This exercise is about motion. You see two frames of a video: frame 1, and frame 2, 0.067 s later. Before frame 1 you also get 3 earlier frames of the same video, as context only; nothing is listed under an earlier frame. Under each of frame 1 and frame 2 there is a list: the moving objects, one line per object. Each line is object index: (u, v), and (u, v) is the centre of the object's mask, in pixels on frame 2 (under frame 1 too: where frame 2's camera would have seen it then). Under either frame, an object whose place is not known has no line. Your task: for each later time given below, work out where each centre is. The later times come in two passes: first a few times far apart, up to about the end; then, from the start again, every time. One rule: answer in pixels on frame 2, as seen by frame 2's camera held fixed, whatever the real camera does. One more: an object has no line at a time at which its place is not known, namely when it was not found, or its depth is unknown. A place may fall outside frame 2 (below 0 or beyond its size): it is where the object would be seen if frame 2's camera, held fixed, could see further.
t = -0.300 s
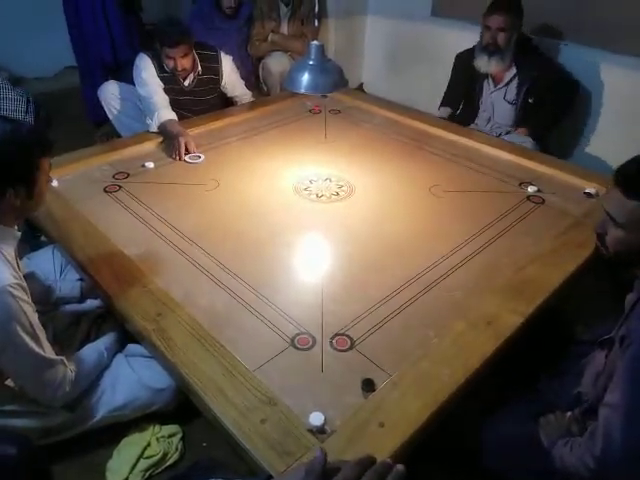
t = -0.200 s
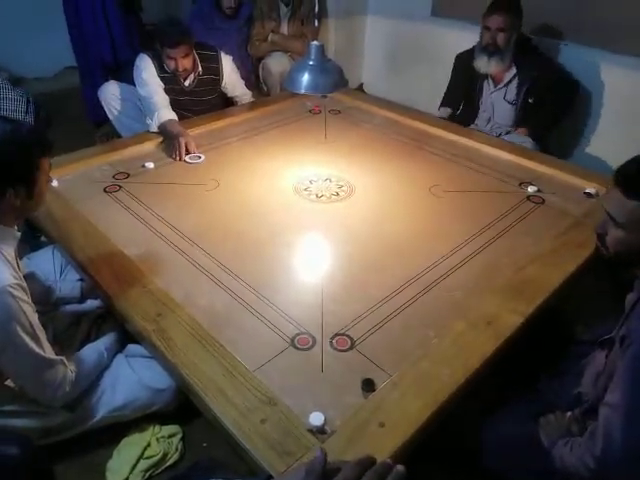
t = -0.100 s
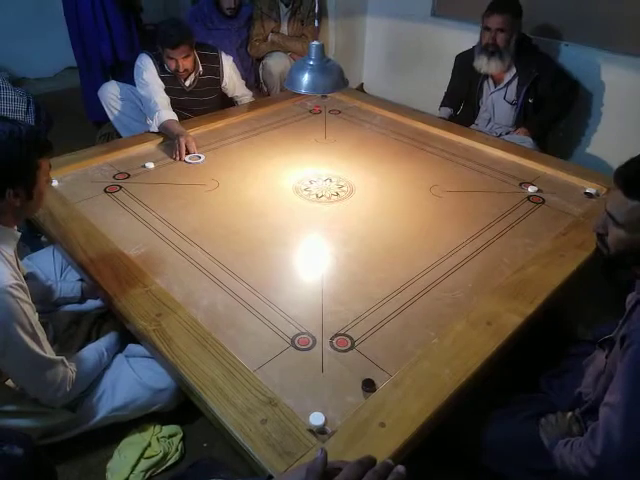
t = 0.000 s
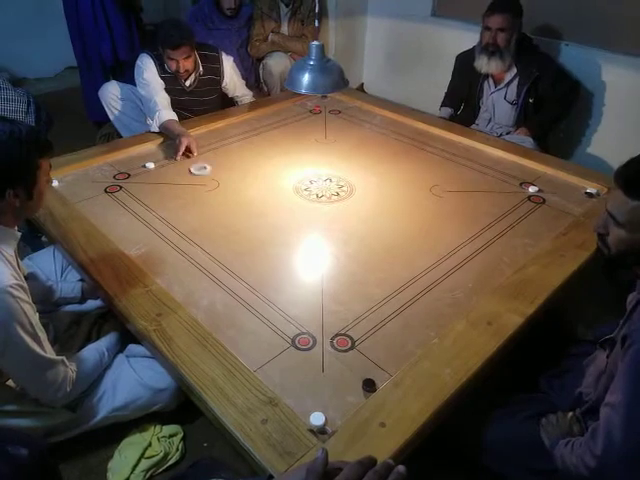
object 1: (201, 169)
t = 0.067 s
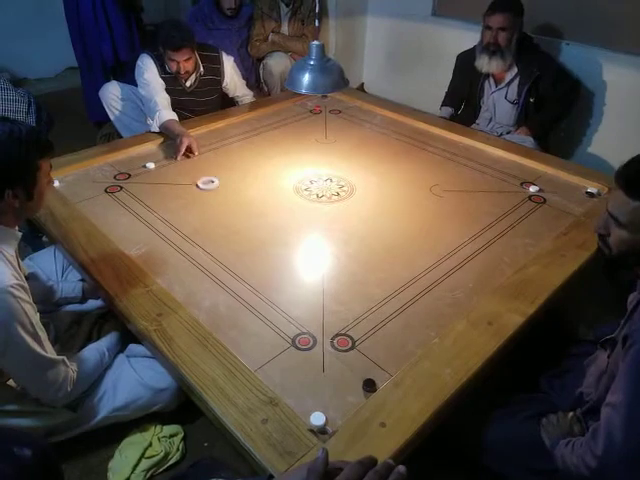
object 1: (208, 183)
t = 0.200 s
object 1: (222, 213)
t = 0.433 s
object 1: (250, 271)
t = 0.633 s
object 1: (276, 324)
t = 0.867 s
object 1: (305, 386)
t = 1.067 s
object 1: (319, 413)
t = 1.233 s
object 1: (319, 413)
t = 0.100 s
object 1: (211, 191)
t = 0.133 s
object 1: (215, 198)
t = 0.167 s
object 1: (219, 206)
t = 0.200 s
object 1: (222, 213)
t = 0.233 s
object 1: (226, 221)
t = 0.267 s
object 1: (230, 229)
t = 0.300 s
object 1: (234, 237)
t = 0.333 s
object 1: (238, 246)
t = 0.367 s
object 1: (241, 254)
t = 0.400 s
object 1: (246, 262)
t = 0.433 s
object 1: (250, 271)
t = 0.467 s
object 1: (254, 280)
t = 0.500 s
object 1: (259, 289)
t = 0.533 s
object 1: (263, 298)
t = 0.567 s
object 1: (267, 306)
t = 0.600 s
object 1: (271, 315)
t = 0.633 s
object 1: (276, 324)
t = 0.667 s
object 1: (279, 333)
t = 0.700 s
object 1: (284, 342)
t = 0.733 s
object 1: (288, 352)
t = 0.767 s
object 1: (293, 361)
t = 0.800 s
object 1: (296, 369)
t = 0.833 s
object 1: (300, 378)
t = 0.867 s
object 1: (305, 386)
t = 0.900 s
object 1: (308, 396)
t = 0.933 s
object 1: (311, 401)
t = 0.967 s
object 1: (314, 406)
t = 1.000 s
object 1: (316, 409)
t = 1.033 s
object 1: (317, 411)
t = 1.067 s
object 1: (319, 413)
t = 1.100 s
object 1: (319, 413)
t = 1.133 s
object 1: (319, 413)
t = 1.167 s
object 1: (319, 413)
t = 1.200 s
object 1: (319, 413)
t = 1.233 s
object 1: (319, 413)
